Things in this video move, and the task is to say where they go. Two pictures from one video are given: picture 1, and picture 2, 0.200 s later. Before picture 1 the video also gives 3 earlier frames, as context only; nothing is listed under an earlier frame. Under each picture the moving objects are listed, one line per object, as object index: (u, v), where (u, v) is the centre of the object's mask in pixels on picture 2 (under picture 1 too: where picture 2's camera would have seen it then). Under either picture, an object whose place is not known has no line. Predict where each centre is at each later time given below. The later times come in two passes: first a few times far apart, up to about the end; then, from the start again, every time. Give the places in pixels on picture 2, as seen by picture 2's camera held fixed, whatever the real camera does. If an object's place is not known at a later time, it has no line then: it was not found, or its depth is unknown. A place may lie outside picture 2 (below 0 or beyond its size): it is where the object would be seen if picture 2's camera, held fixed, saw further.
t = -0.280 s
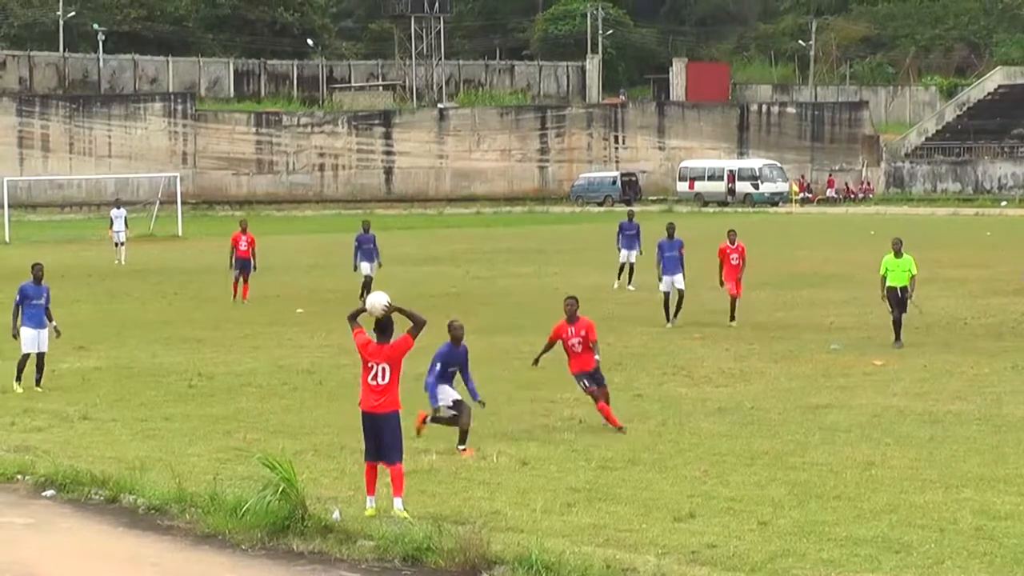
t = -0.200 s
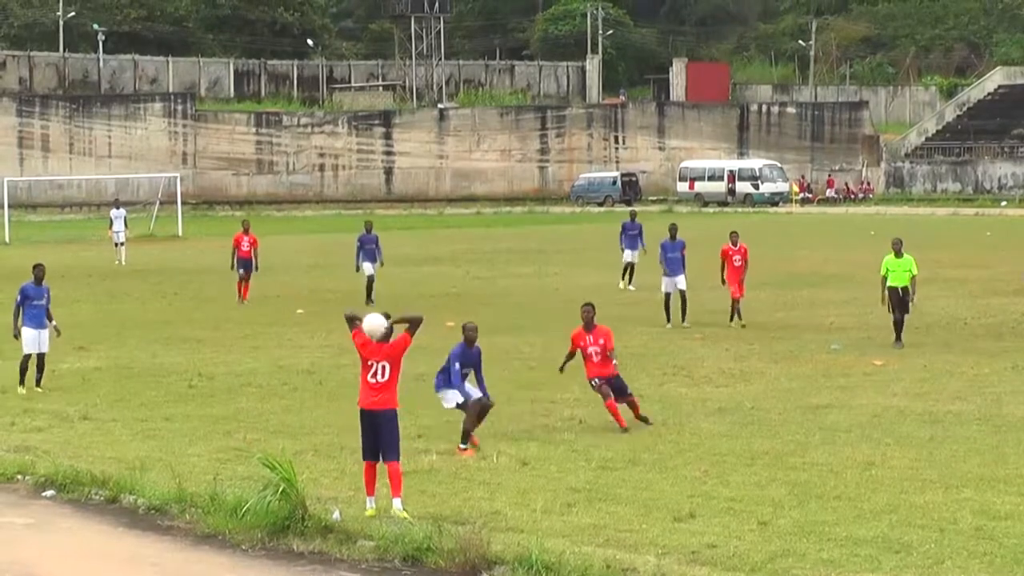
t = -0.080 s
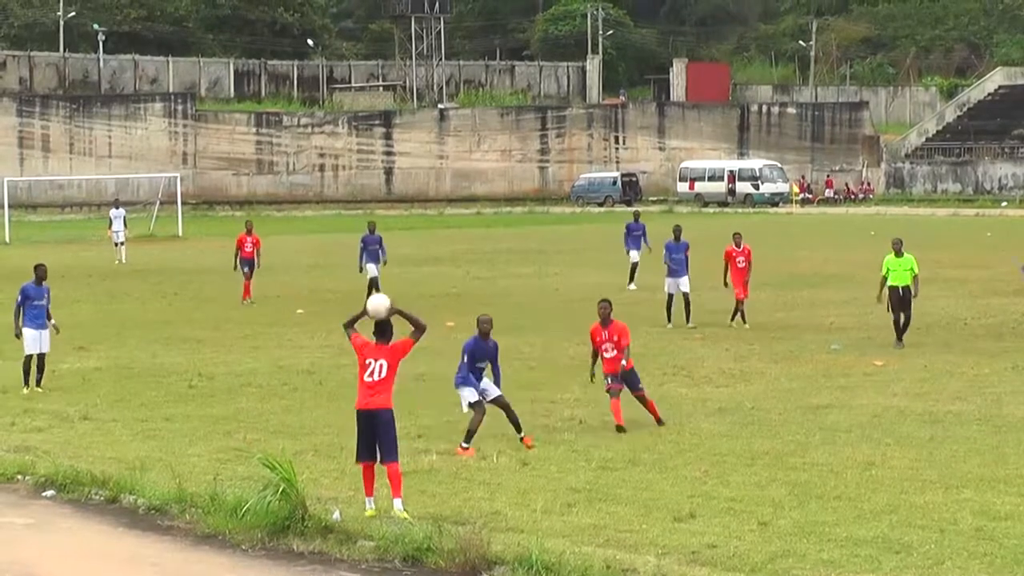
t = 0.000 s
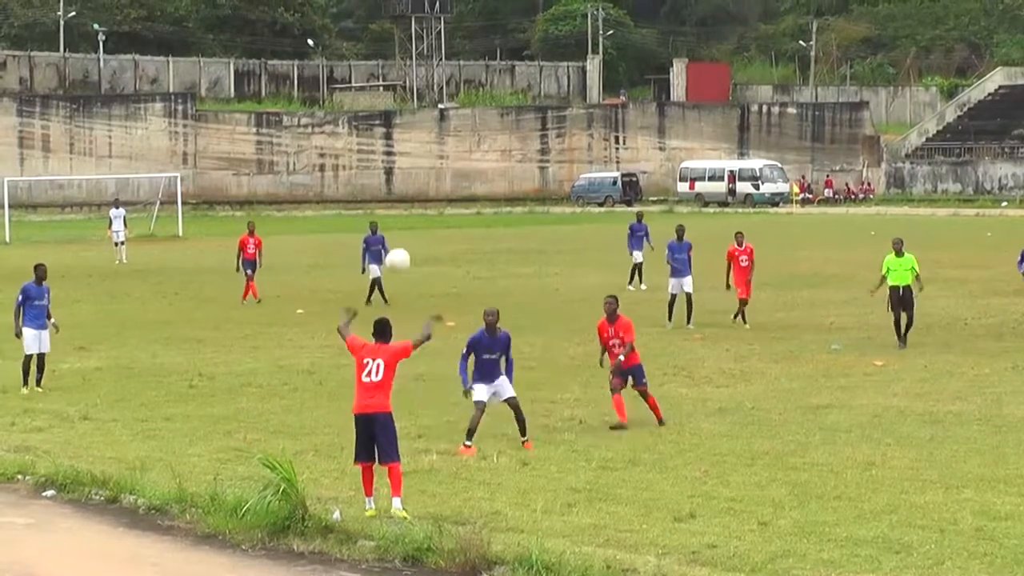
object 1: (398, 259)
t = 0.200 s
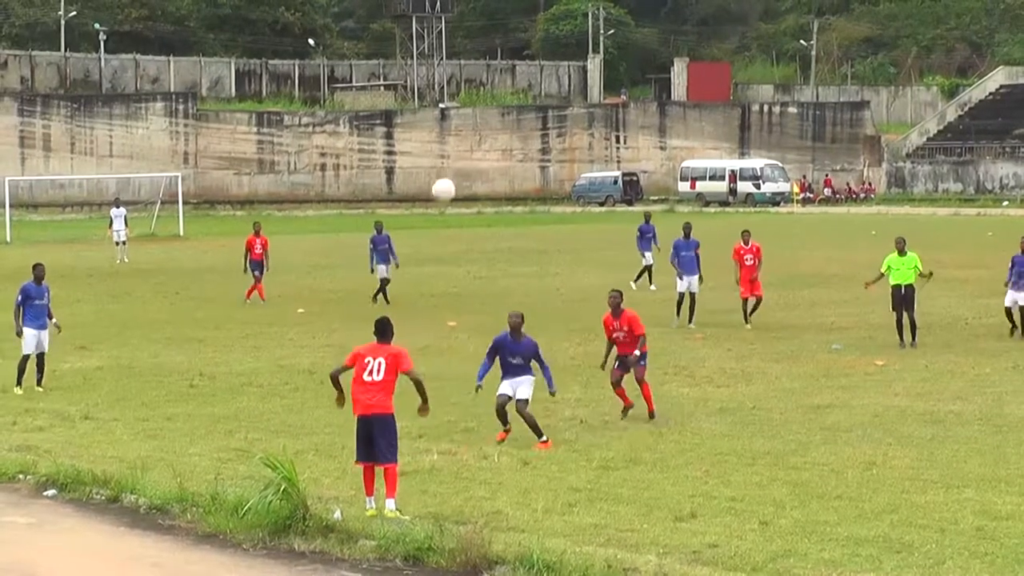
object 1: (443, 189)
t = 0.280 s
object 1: (459, 175)
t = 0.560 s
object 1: (508, 178)
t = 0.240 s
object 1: (451, 180)
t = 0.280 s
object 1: (459, 175)
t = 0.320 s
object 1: (467, 171)
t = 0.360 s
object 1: (474, 168)
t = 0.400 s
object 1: (482, 168)
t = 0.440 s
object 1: (488, 168)
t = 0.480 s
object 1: (495, 170)
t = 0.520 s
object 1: (502, 174)
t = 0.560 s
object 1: (508, 178)
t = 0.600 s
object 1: (514, 186)
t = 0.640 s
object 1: (520, 194)
